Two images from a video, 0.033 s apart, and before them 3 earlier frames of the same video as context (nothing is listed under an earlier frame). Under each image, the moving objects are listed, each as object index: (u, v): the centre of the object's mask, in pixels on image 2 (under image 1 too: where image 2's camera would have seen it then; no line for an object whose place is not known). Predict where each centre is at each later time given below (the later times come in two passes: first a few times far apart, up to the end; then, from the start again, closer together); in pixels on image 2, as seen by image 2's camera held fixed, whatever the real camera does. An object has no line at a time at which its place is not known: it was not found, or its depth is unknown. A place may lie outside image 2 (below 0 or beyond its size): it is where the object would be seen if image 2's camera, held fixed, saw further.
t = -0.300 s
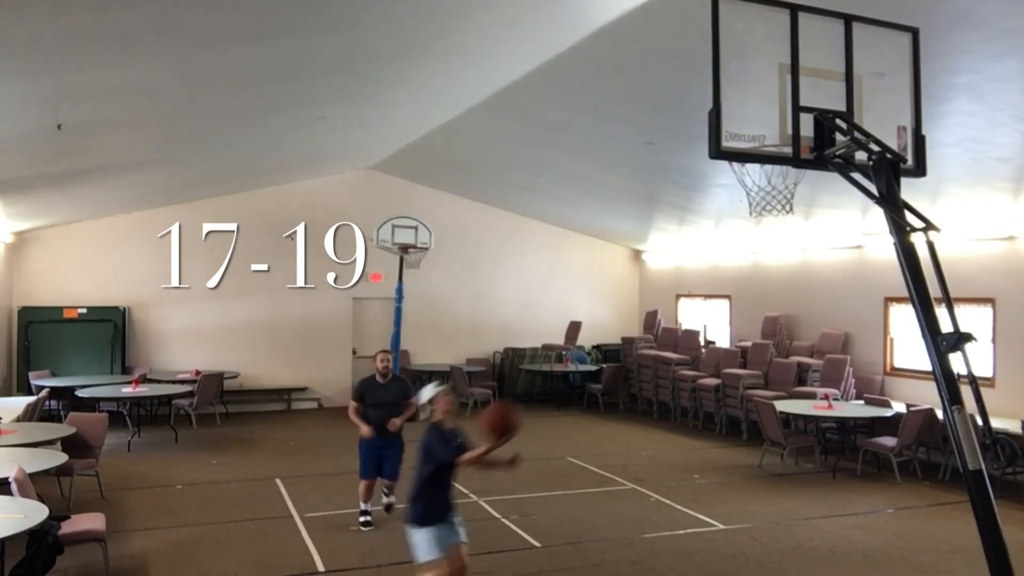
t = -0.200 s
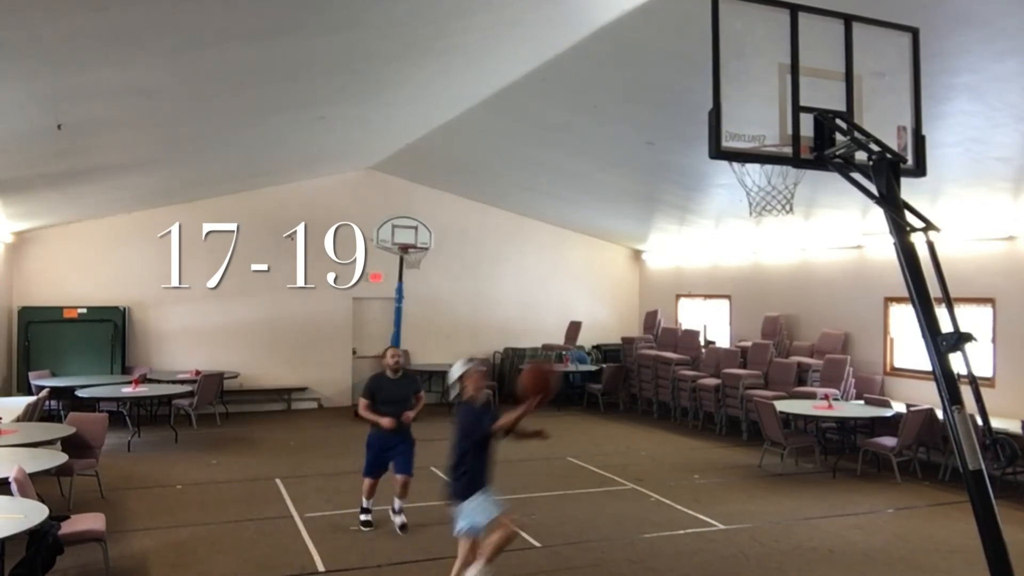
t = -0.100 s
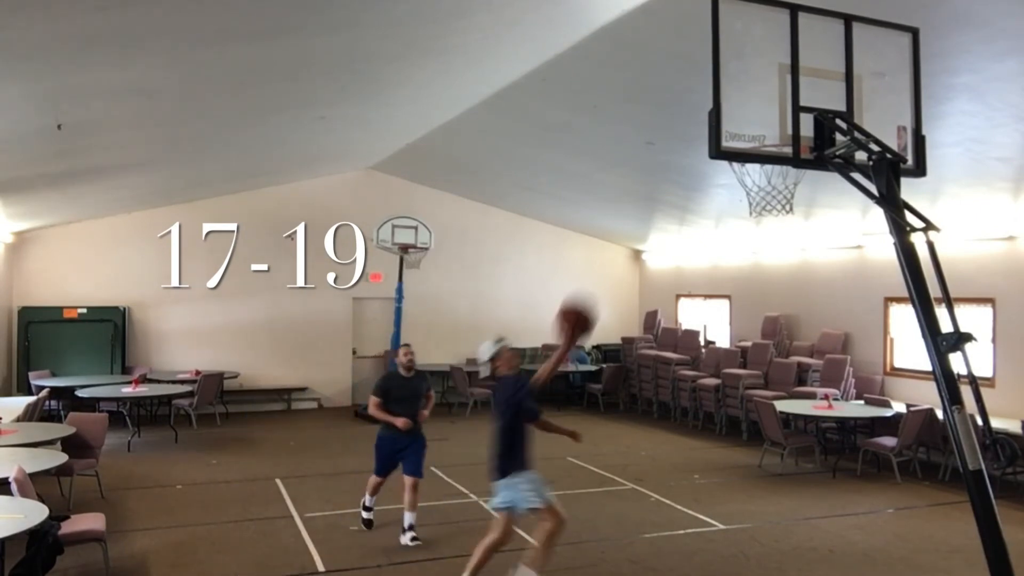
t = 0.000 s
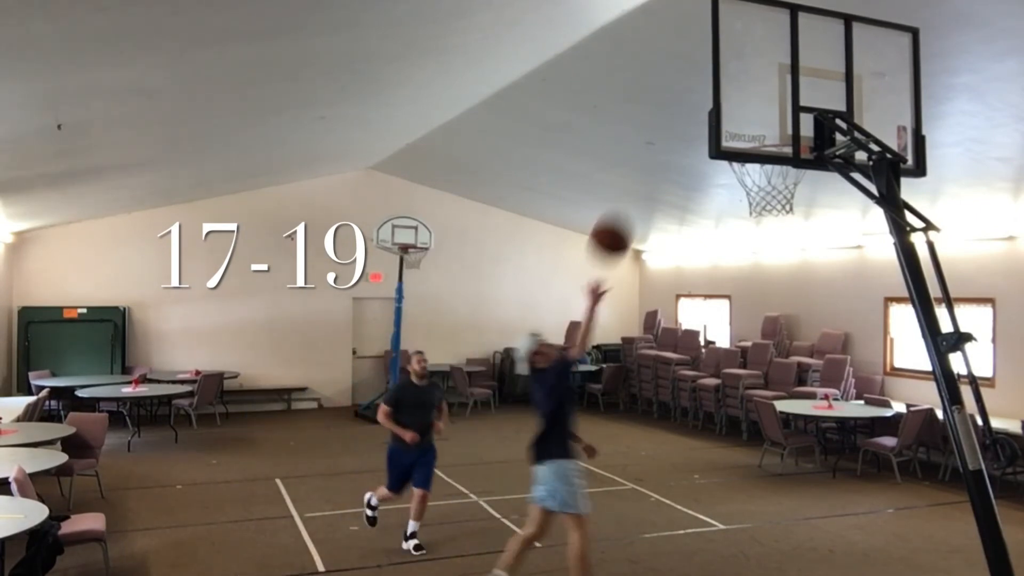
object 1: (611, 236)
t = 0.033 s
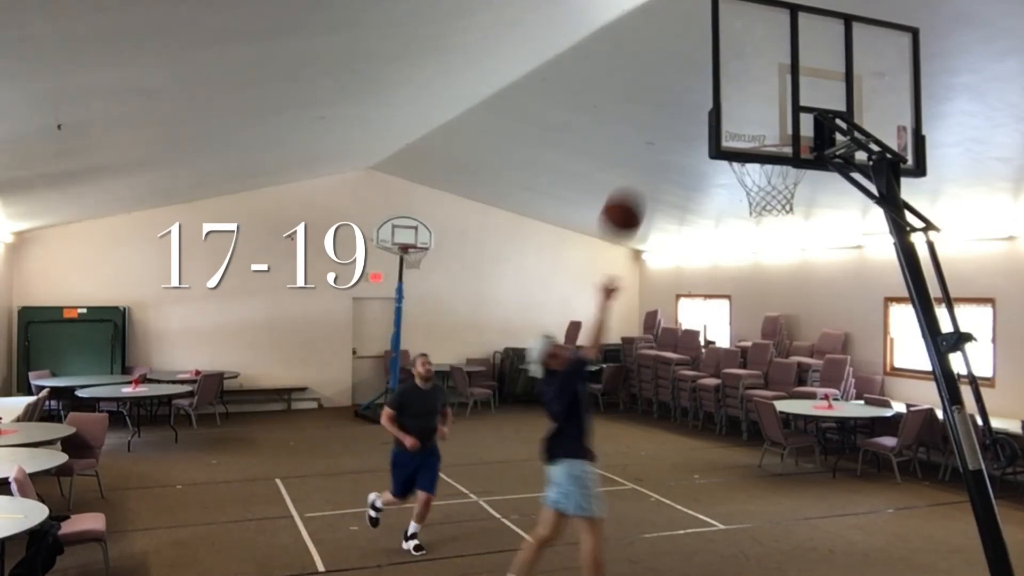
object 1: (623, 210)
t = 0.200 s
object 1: (682, 121)
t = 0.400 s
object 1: (751, 74)
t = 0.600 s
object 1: (748, 105)
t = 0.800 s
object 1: (768, 177)
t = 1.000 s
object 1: (811, 257)
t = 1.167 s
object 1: (841, 368)
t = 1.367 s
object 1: (881, 553)
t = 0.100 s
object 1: (646, 170)
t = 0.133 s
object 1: (658, 152)
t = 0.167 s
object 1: (670, 136)
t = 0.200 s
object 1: (682, 121)
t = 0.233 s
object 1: (692, 109)
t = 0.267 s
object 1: (698, 97)
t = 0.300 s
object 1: (722, 86)
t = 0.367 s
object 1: (744, 77)
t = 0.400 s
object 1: (751, 74)
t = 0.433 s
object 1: (751, 75)
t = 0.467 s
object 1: (750, 77)
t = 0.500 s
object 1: (750, 82)
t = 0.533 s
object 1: (749, 88)
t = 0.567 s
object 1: (748, 96)
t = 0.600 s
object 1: (748, 105)
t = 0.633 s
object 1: (747, 117)
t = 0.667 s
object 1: (747, 129)
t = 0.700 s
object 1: (747, 137)
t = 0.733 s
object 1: (753, 149)
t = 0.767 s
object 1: (760, 167)
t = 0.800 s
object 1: (768, 177)
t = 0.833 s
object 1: (777, 186)
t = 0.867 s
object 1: (784, 196)
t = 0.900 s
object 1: (790, 207)
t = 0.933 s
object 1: (797, 219)
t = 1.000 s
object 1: (811, 257)
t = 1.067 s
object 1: (823, 292)
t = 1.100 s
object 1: (830, 311)
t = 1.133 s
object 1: (836, 336)
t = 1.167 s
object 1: (841, 368)
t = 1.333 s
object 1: (875, 526)
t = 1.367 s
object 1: (881, 553)
